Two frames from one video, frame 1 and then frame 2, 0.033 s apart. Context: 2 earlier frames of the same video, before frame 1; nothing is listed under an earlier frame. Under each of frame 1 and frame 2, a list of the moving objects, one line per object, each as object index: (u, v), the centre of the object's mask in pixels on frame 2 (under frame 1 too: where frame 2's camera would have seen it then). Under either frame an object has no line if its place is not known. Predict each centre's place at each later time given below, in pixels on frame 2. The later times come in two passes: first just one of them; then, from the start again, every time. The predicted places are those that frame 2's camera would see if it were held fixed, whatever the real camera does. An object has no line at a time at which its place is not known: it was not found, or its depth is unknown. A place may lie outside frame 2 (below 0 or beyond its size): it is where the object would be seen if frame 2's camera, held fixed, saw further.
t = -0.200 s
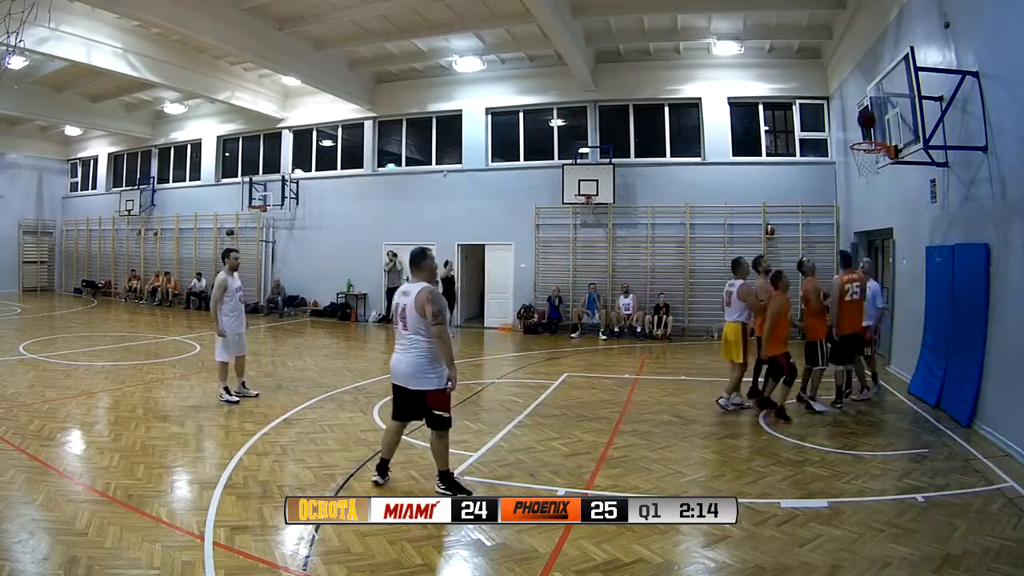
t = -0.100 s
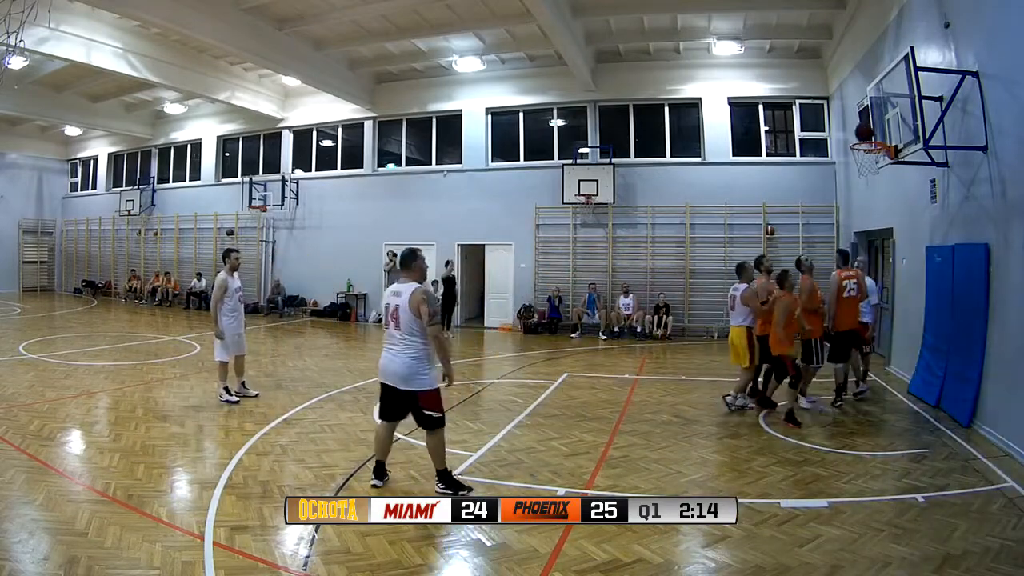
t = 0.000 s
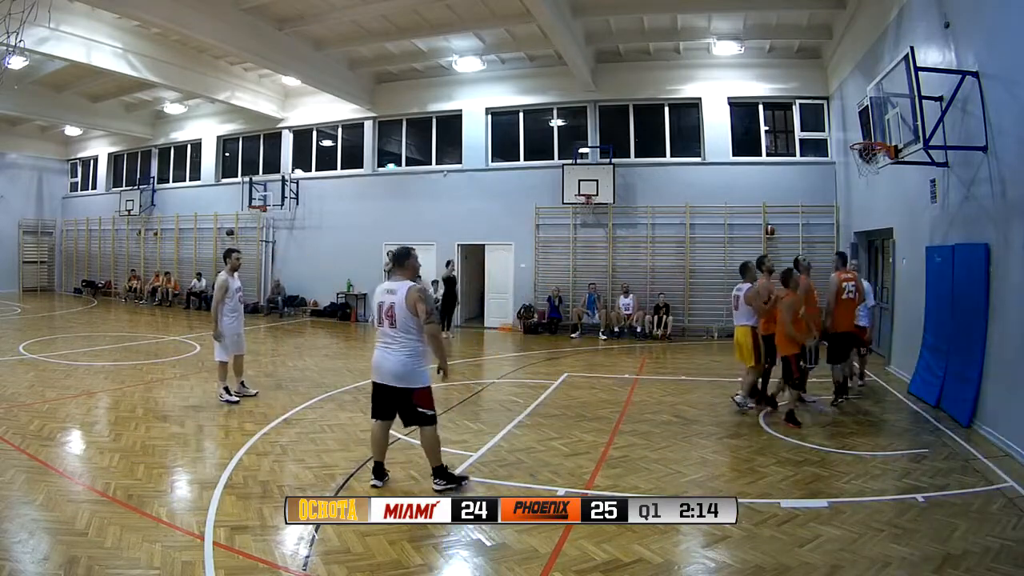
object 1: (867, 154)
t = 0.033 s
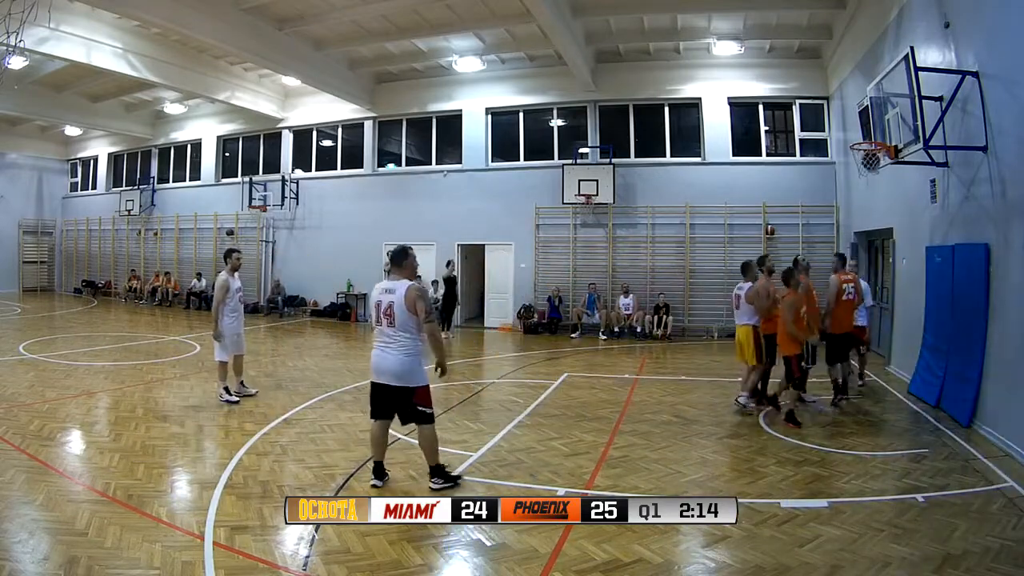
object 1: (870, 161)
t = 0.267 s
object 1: (877, 182)
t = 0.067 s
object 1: (873, 167)
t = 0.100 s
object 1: (875, 170)
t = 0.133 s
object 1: (876, 171)
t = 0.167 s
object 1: (876, 173)
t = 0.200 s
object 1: (876, 175)
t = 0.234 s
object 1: (877, 178)
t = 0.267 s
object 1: (877, 182)
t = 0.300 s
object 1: (877, 187)
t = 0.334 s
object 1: (878, 193)
